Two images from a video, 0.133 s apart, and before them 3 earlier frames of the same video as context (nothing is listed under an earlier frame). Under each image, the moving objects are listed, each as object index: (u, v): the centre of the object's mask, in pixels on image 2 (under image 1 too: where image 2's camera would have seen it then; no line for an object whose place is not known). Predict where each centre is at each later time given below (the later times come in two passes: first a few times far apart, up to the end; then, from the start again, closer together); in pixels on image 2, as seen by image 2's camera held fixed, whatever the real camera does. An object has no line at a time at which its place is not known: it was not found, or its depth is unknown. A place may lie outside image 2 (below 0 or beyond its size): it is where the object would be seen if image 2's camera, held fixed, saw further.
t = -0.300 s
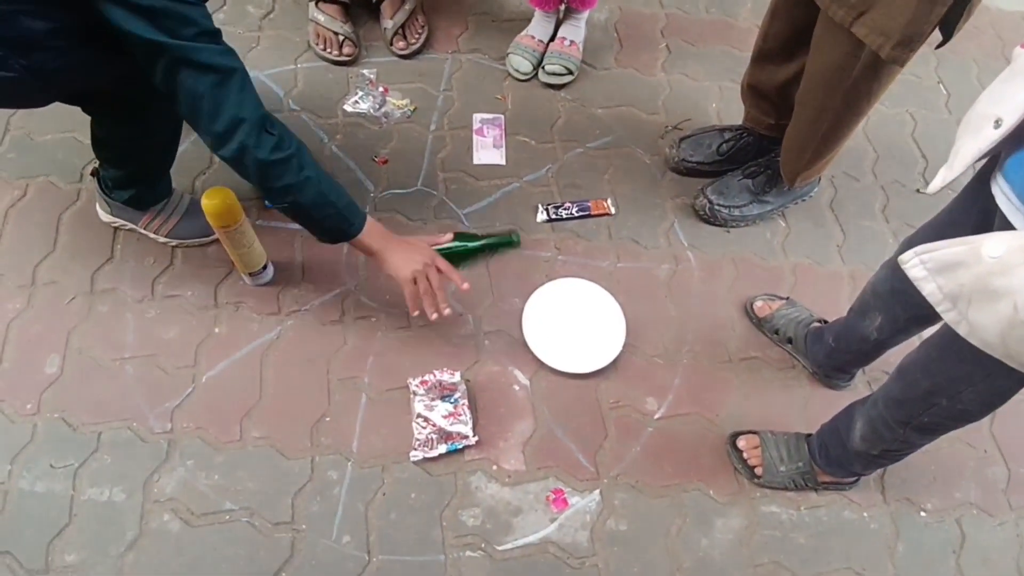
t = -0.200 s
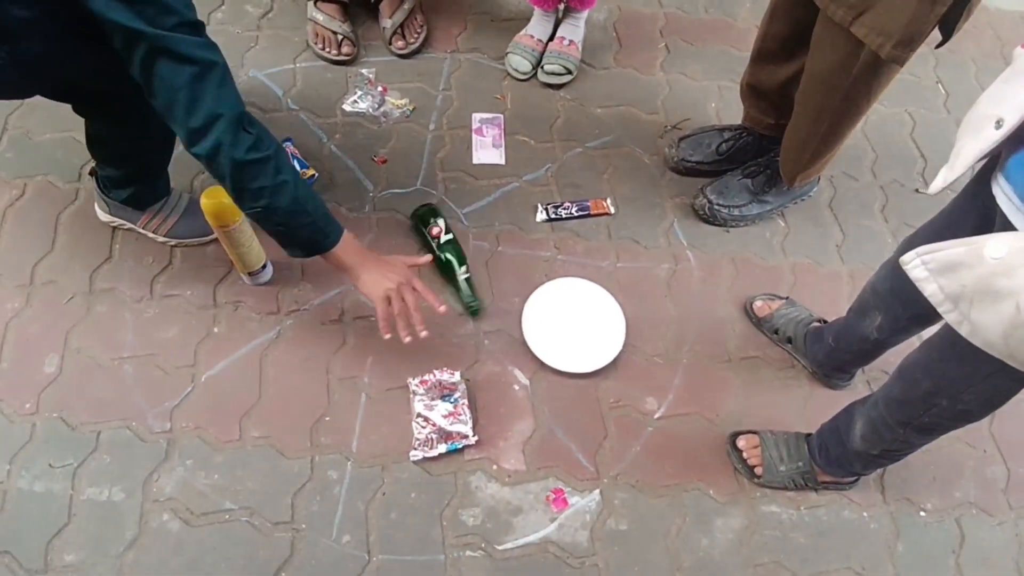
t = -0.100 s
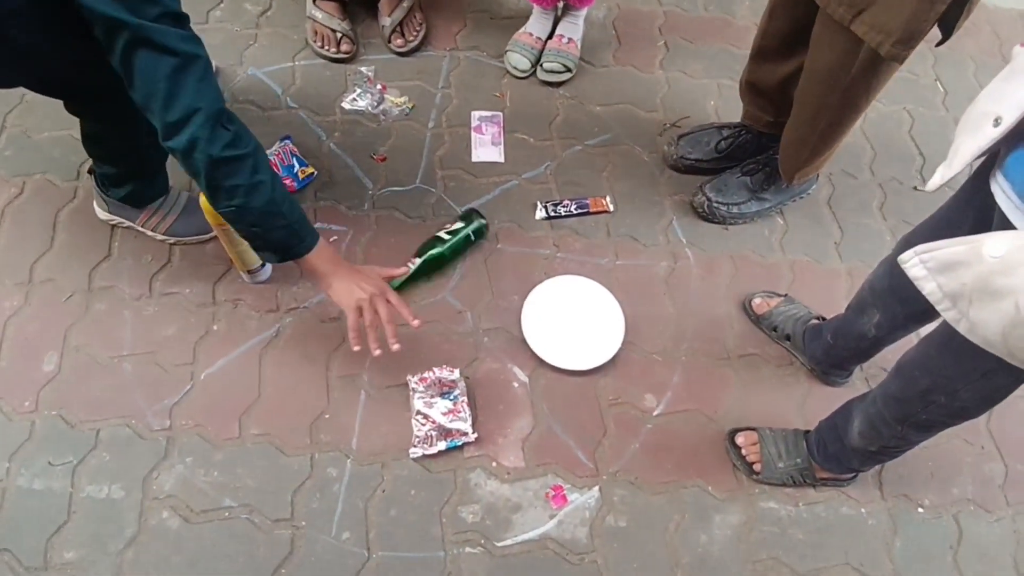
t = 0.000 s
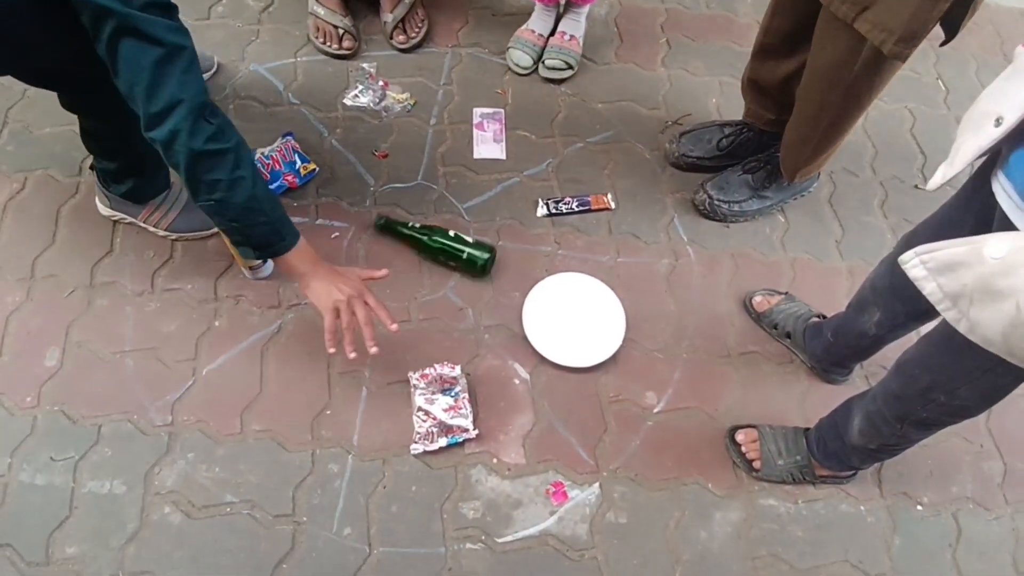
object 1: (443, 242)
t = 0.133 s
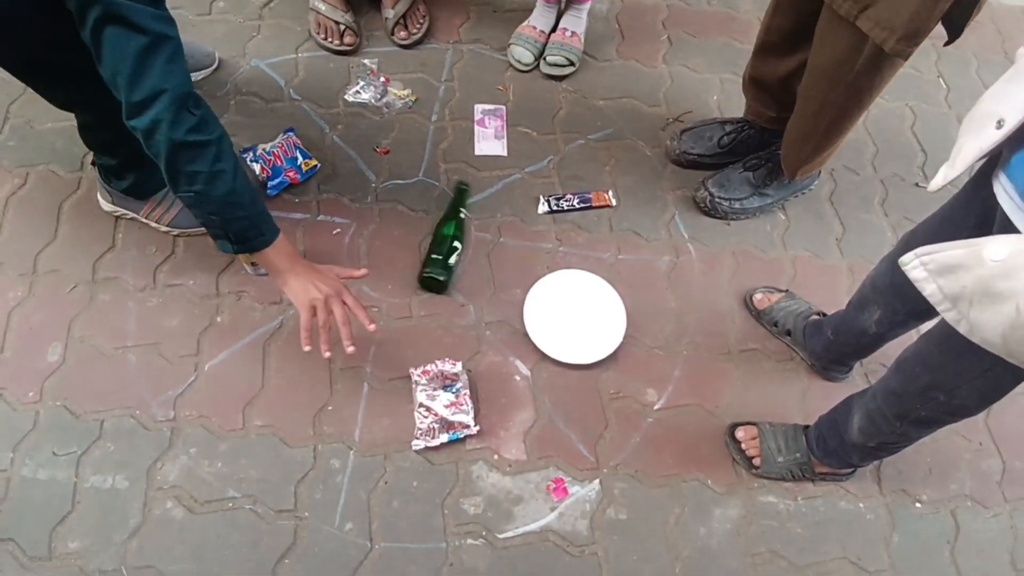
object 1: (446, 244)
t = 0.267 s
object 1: (450, 243)
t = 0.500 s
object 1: (448, 243)
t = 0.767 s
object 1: (451, 246)
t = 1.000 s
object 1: (451, 250)
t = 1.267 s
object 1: (453, 255)
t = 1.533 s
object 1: (455, 266)
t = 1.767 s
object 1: (460, 278)
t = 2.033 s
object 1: (462, 289)
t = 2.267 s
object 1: (462, 291)
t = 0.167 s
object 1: (446, 243)
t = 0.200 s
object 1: (448, 242)
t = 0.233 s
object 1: (449, 242)
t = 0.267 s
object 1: (450, 243)
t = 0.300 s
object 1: (450, 244)
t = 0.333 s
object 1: (450, 244)
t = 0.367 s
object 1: (450, 244)
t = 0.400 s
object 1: (449, 243)
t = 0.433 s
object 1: (449, 243)
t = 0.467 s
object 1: (448, 243)
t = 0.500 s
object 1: (448, 243)
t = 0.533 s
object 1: (448, 243)
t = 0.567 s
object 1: (448, 243)
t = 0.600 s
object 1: (449, 243)
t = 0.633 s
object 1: (449, 243)
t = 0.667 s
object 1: (450, 244)
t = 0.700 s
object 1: (450, 244)
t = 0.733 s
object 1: (451, 245)
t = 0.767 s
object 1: (451, 246)
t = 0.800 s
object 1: (451, 246)
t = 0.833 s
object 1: (451, 247)
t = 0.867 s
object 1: (451, 247)
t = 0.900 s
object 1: (451, 248)
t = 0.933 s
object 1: (451, 249)
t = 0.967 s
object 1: (451, 249)
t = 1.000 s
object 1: (451, 250)
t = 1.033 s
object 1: (451, 250)
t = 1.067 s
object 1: (452, 251)
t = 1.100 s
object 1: (452, 252)
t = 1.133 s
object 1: (452, 252)
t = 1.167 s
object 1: (452, 253)
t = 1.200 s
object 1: (452, 253)
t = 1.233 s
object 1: (453, 254)
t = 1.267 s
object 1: (453, 255)
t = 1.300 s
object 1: (453, 256)
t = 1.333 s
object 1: (453, 257)
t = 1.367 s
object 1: (454, 259)
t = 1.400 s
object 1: (454, 260)
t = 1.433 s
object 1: (454, 262)
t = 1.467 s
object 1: (454, 263)
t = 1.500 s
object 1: (455, 265)
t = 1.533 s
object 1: (455, 266)
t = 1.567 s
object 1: (456, 268)
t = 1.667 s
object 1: (457, 274)
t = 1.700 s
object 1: (458, 275)
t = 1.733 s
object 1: (459, 276)
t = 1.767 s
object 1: (460, 278)
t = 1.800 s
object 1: (461, 280)
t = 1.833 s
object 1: (461, 281)
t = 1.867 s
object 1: (460, 283)
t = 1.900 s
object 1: (457, 286)
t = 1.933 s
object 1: (458, 287)
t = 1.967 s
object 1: (461, 286)
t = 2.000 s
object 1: (463, 288)
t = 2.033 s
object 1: (462, 289)
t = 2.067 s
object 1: (462, 290)
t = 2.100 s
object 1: (462, 292)
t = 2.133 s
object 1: (462, 292)
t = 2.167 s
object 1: (461, 292)
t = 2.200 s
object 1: (460, 292)
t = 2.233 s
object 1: (462, 292)
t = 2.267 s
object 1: (462, 291)
